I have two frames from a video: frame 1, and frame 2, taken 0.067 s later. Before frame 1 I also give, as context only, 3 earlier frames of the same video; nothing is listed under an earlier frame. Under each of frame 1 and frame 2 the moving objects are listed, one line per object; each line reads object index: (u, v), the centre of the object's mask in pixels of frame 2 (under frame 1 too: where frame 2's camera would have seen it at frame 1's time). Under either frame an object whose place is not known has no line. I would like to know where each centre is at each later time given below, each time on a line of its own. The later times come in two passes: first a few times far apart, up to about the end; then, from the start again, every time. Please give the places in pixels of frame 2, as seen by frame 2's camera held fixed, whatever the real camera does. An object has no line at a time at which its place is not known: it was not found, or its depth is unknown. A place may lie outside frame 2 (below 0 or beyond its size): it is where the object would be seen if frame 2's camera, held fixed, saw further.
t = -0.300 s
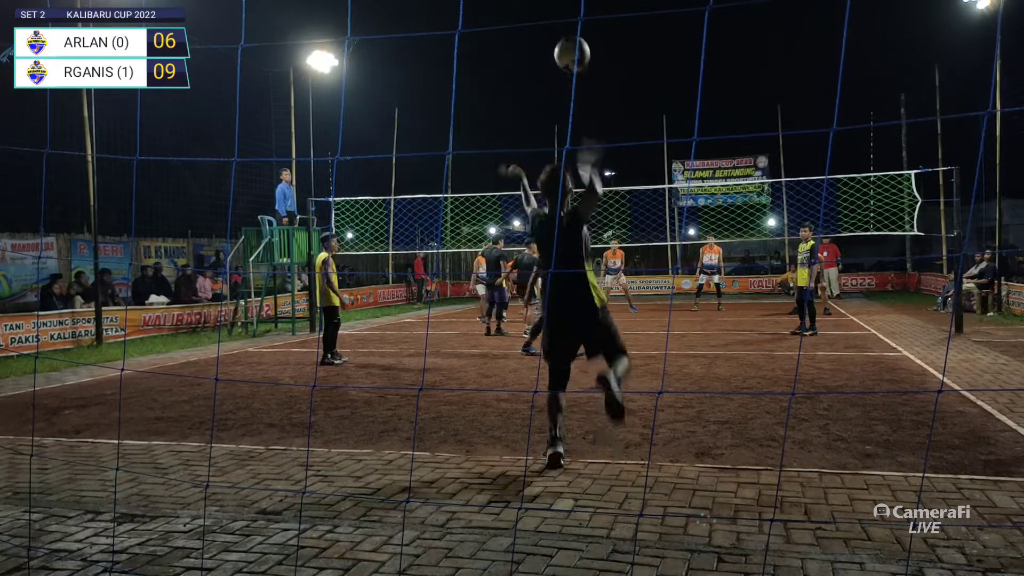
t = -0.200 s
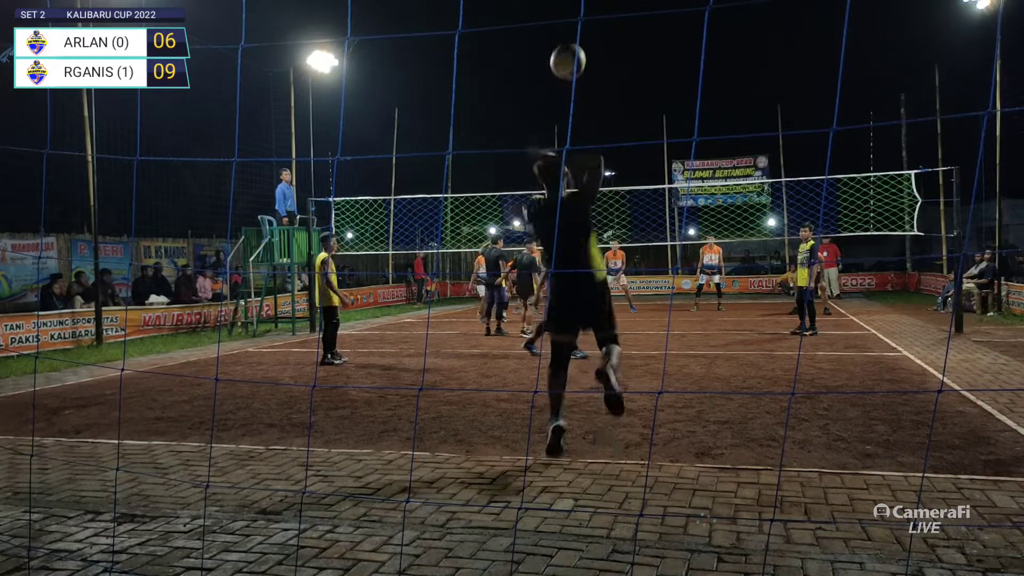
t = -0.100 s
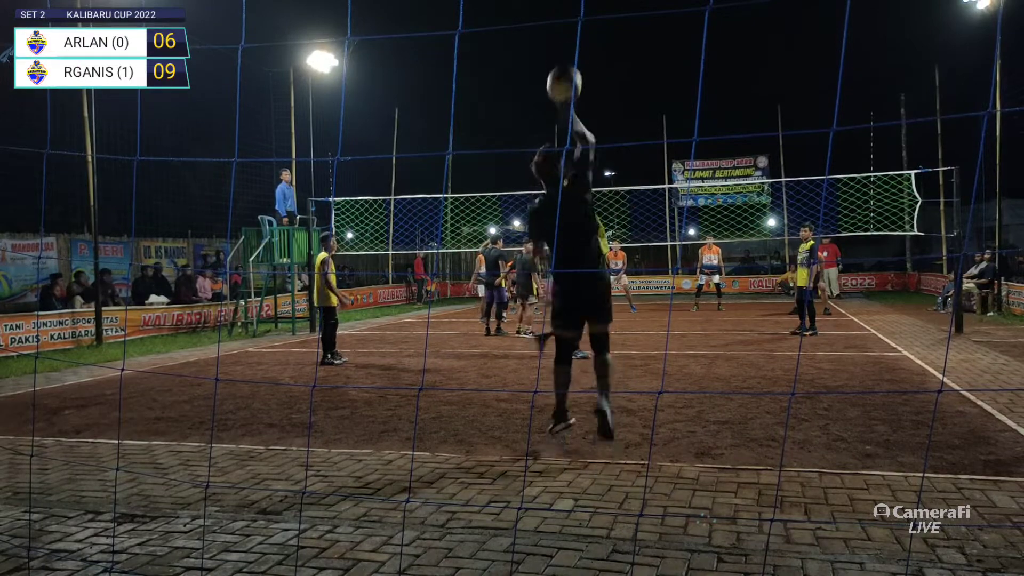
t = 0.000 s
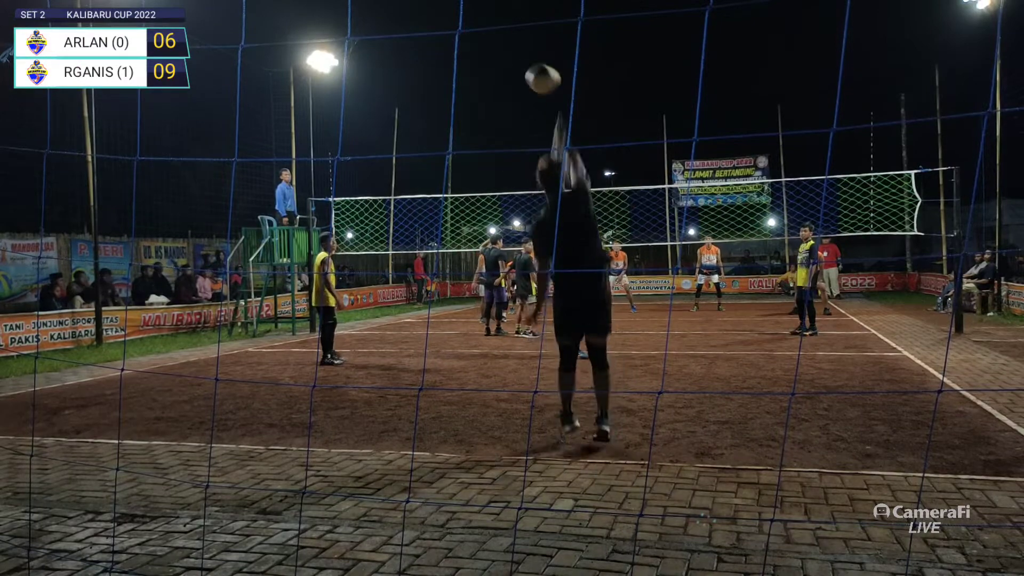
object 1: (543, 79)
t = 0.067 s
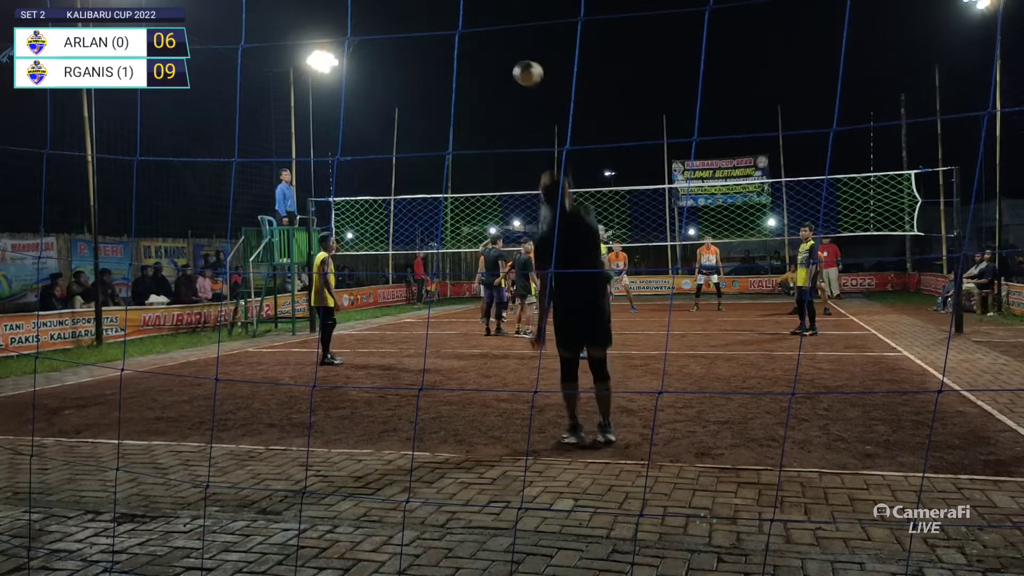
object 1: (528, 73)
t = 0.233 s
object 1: (500, 79)
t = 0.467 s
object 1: (475, 115)
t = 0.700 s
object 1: (458, 165)
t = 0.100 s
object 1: (522, 73)
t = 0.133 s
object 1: (516, 73)
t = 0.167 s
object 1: (510, 74)
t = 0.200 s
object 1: (505, 77)
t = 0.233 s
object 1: (500, 79)
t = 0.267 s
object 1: (496, 83)
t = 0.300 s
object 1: (492, 87)
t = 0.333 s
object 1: (488, 91)
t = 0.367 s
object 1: (484, 96)
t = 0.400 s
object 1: (481, 102)
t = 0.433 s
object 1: (478, 108)
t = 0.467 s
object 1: (475, 115)
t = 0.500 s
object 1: (472, 122)
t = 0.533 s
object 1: (470, 129)
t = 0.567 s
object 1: (467, 136)
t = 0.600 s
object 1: (465, 143)
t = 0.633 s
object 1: (463, 151)
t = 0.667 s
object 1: (460, 158)
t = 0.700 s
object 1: (458, 165)
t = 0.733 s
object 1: (457, 172)
